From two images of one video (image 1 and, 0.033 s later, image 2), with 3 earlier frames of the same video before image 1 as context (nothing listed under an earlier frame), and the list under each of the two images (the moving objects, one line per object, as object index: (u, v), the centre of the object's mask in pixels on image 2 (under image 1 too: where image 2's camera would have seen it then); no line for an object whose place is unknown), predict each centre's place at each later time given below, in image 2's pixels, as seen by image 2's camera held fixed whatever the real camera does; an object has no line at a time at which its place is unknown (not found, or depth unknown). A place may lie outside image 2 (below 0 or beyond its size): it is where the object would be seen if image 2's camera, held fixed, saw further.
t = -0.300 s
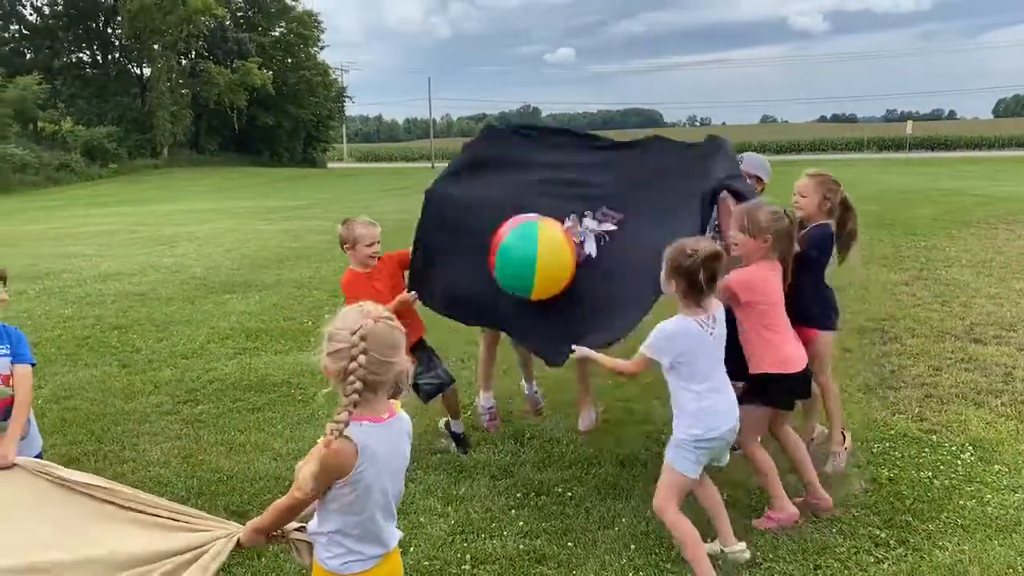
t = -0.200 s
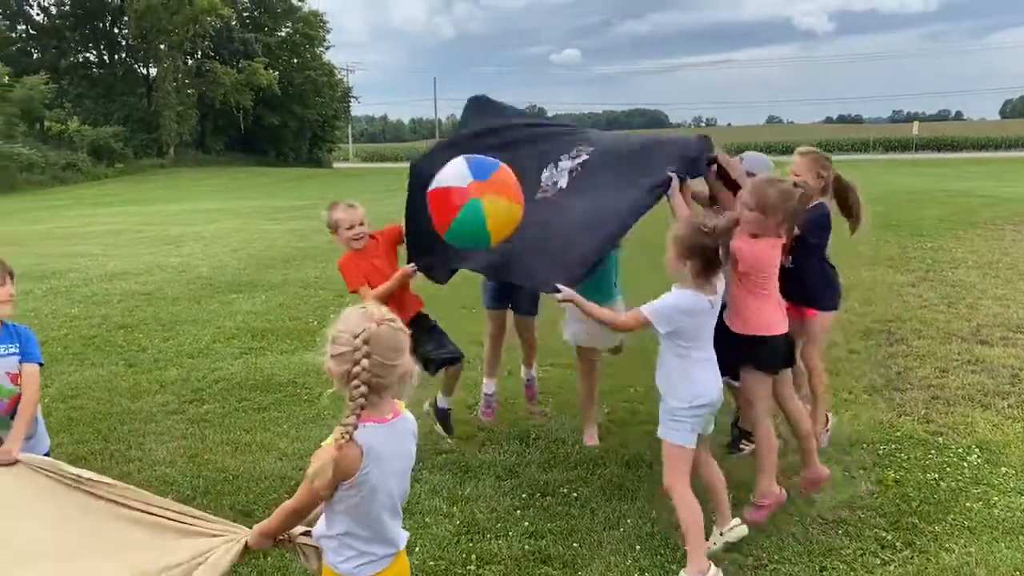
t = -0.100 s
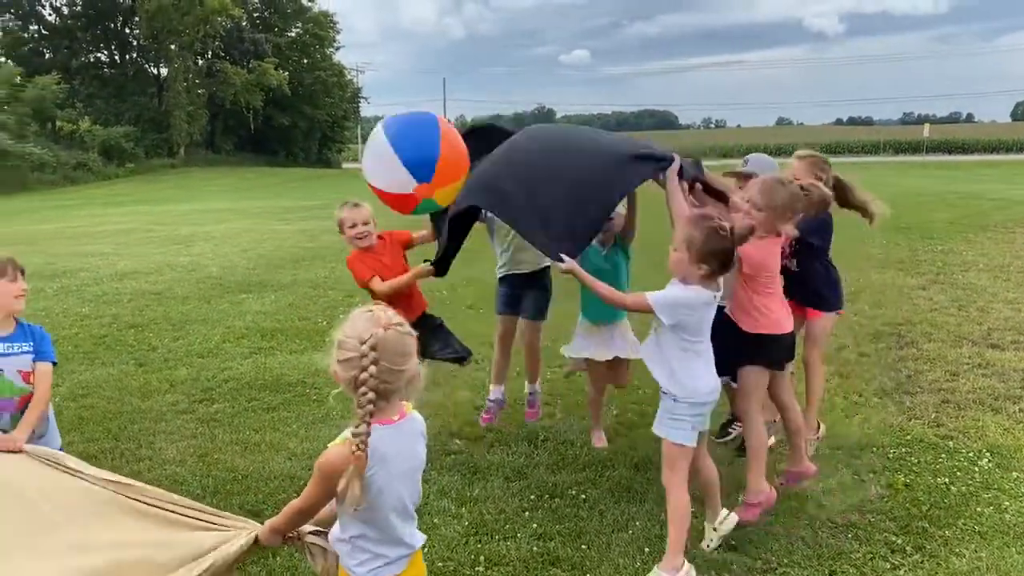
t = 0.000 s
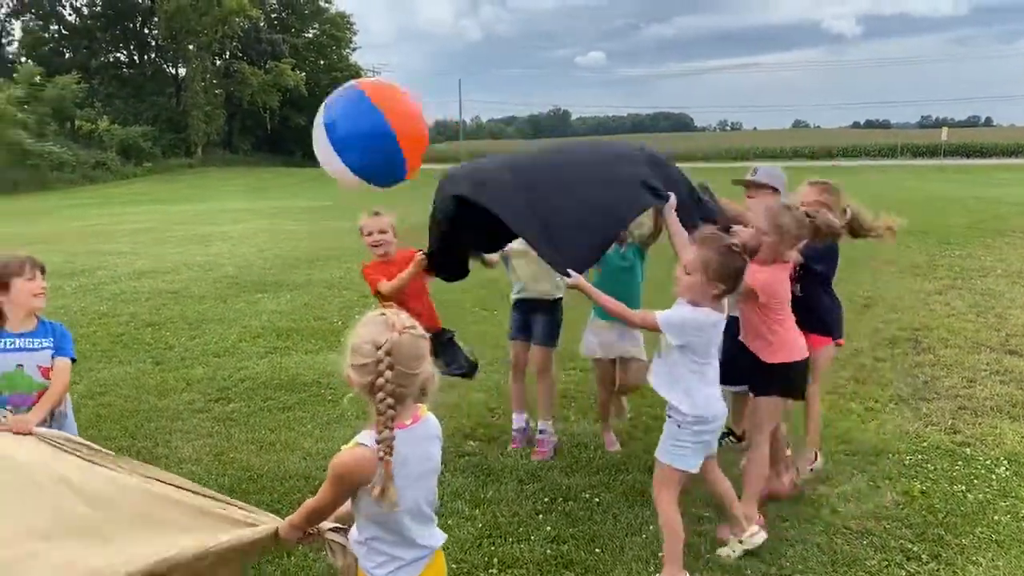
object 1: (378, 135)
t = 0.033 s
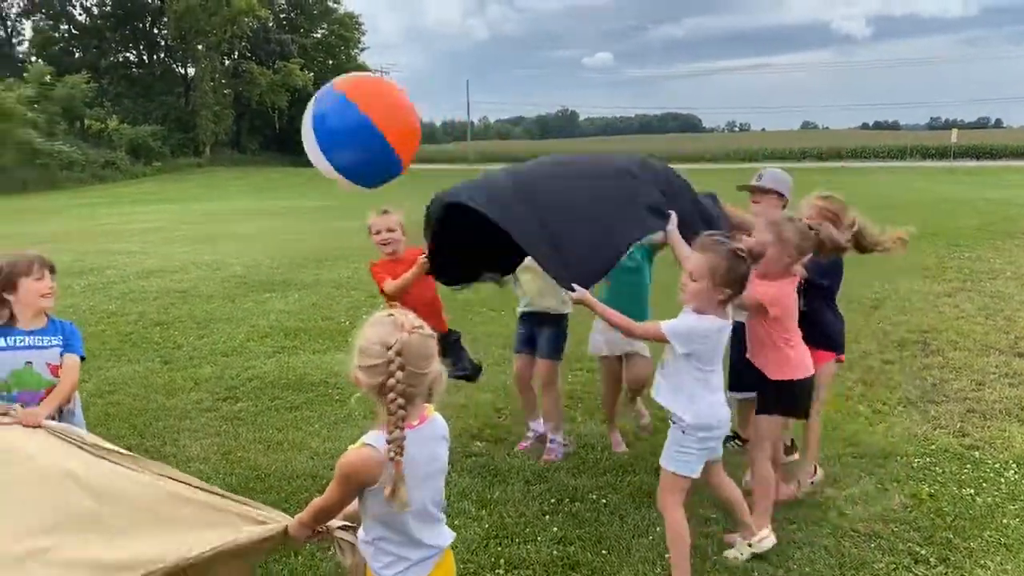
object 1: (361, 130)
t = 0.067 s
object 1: (344, 128)
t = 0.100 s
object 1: (328, 128)
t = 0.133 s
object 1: (314, 130)
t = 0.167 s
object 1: (301, 134)
